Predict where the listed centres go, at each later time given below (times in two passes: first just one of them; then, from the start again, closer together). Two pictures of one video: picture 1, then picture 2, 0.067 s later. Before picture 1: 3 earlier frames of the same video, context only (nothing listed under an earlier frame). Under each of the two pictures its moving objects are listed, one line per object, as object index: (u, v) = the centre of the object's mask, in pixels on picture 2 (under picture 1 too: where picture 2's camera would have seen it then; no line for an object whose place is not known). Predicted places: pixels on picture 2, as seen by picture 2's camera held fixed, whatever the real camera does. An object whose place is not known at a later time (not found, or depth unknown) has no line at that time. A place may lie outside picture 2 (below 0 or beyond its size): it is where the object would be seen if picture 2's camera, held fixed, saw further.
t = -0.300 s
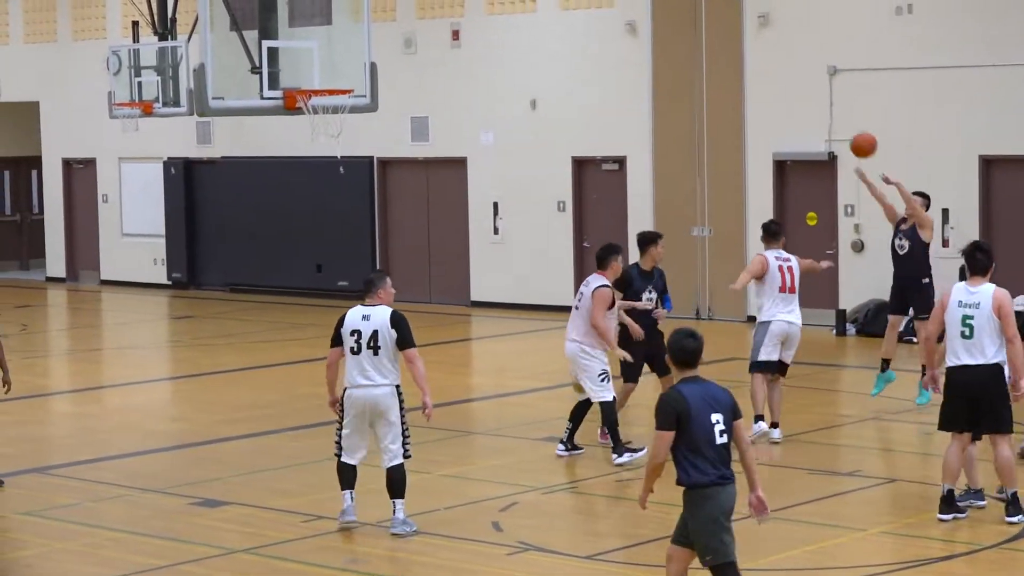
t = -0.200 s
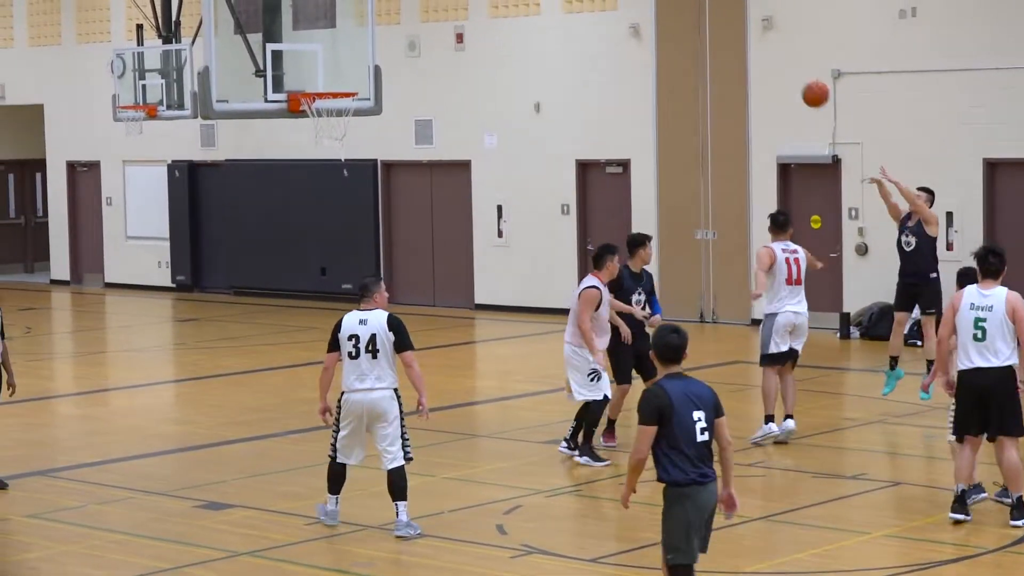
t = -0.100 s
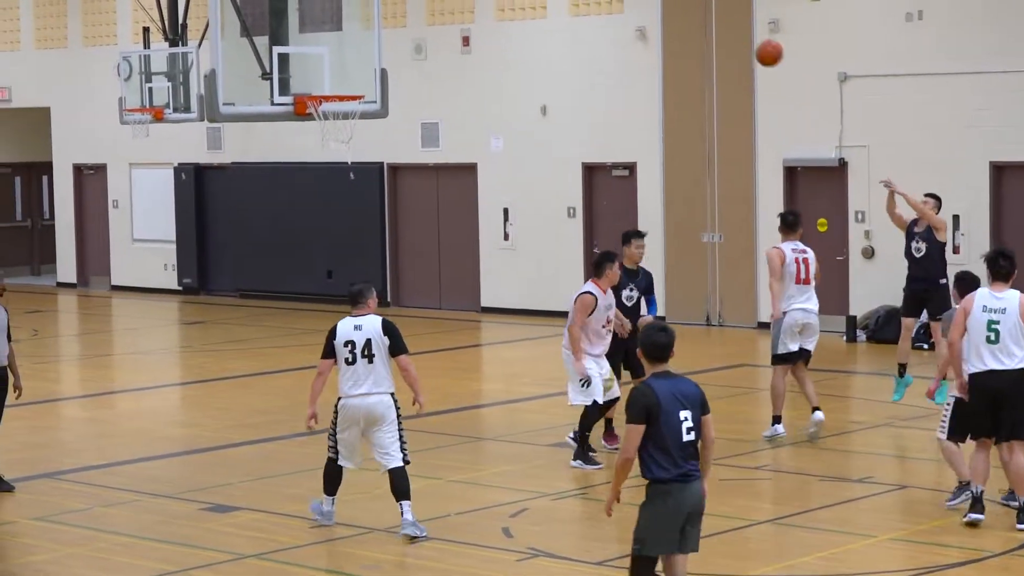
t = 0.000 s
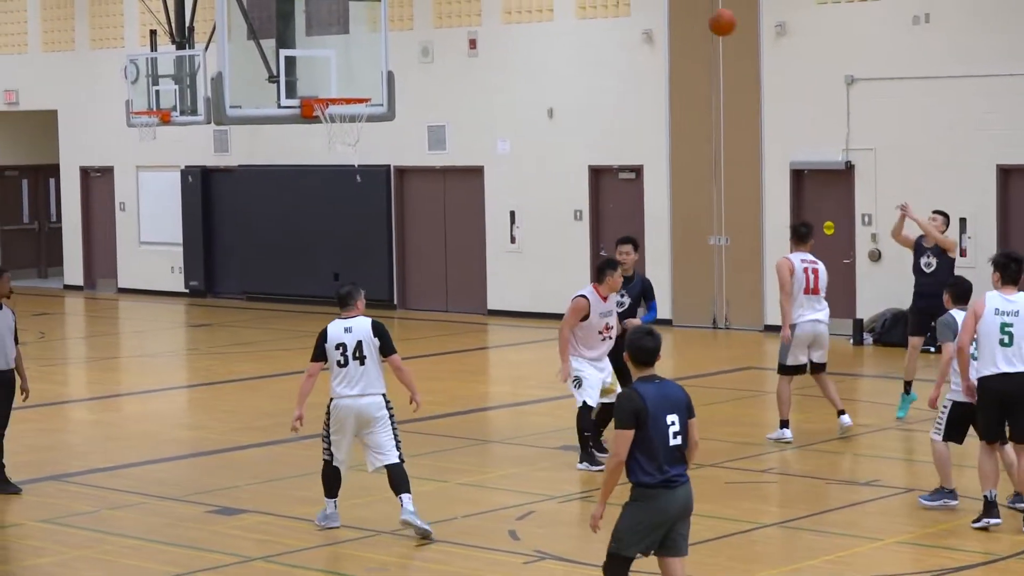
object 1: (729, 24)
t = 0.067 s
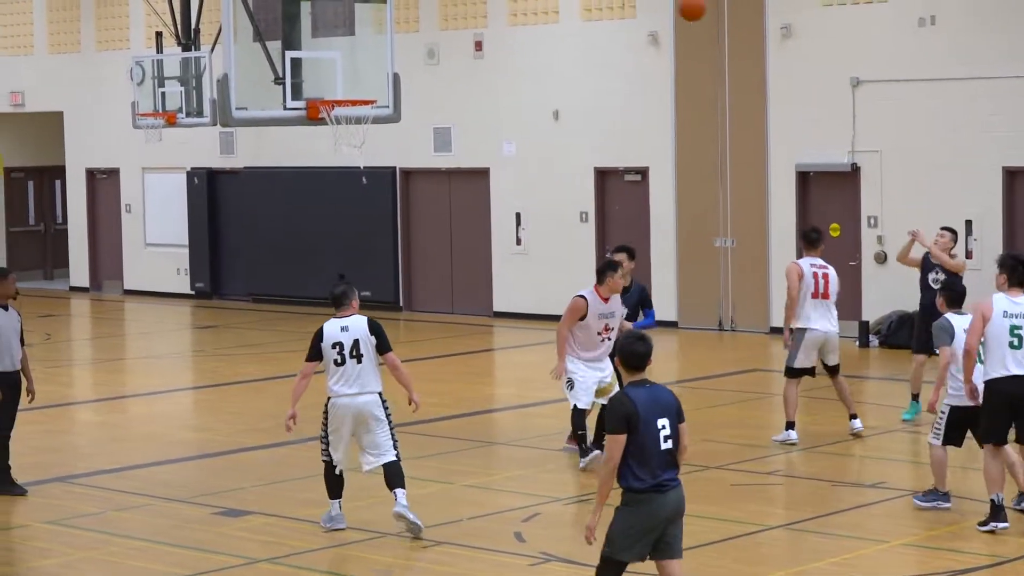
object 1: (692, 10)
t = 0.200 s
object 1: (616, -1)
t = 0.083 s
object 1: (683, 8)
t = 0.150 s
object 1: (644, 2)
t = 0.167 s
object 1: (635, 1)
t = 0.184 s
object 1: (626, -1)
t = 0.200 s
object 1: (616, -1)
